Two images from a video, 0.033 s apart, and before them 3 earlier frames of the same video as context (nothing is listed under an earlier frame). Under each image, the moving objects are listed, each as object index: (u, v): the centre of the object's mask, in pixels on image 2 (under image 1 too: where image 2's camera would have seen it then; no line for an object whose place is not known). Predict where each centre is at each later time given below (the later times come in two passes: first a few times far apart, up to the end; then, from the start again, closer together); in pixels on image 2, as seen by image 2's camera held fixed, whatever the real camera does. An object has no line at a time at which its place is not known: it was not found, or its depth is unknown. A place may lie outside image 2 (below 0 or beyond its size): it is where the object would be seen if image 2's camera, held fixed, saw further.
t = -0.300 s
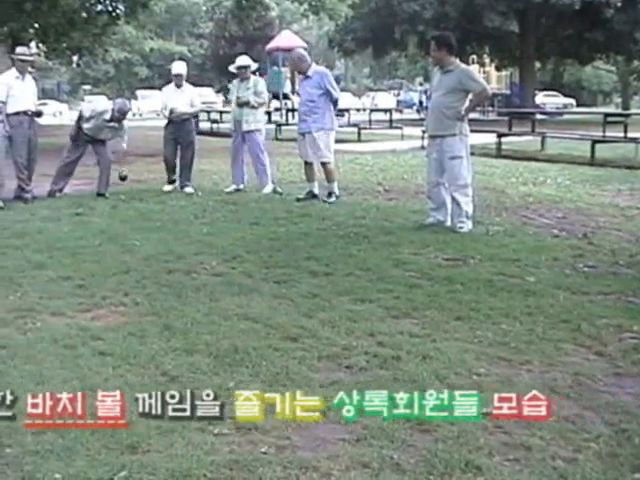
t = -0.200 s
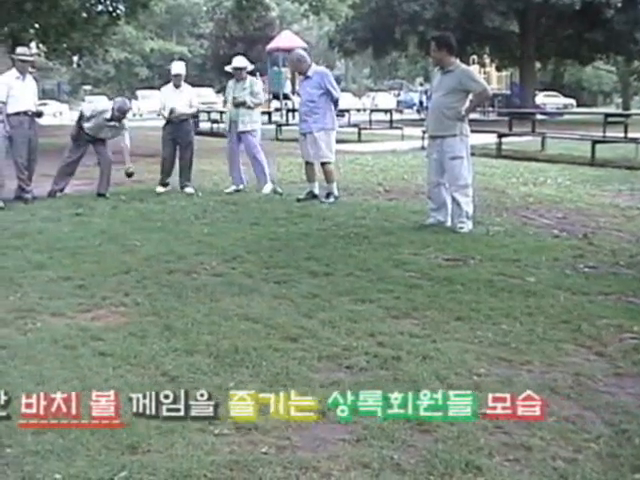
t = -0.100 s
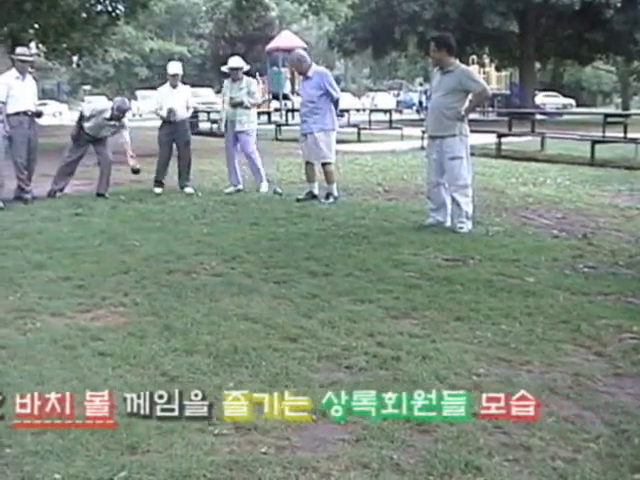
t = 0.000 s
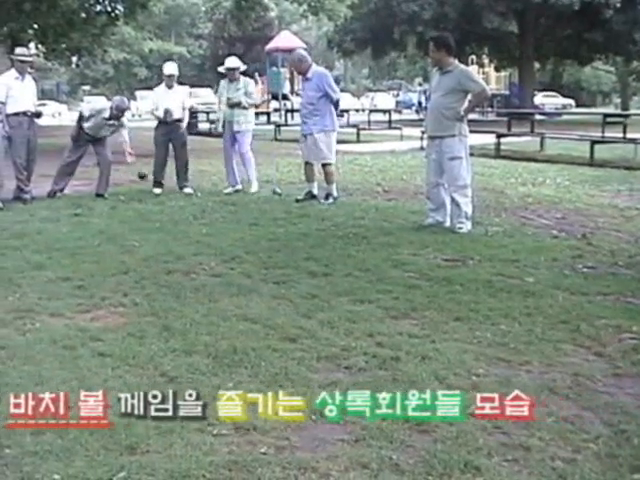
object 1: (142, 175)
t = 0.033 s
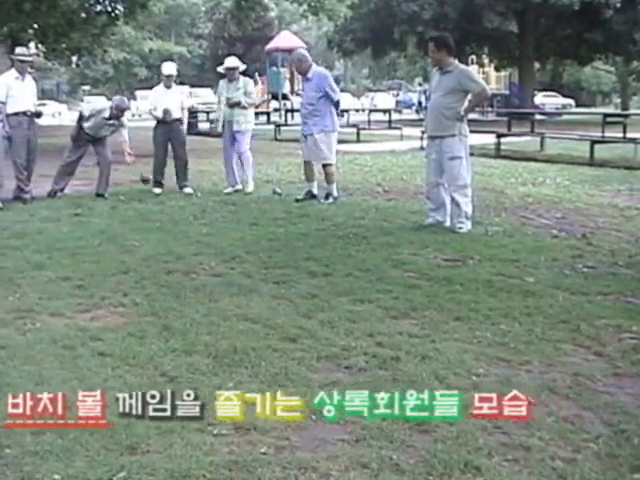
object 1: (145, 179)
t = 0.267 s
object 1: (164, 204)
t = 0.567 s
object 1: (188, 219)
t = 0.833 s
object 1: (218, 228)
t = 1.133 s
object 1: (256, 237)
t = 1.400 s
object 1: (292, 247)
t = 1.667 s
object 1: (328, 258)
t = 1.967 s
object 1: (370, 269)
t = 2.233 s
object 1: (399, 280)
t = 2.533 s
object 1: (430, 294)
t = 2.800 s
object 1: (454, 306)
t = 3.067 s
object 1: (475, 321)
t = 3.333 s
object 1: (493, 336)
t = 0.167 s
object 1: (157, 207)
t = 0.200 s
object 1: (160, 208)
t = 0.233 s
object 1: (163, 206)
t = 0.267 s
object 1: (164, 204)
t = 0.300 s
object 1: (167, 203)
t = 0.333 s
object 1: (169, 204)
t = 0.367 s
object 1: (171, 205)
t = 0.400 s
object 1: (173, 208)
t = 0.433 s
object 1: (176, 212)
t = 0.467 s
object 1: (179, 216)
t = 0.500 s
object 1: (182, 217)
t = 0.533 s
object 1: (185, 217)
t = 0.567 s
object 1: (188, 219)
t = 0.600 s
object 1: (191, 221)
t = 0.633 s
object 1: (195, 222)
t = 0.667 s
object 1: (199, 222)
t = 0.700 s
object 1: (203, 223)
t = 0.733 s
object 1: (206, 223)
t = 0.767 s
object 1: (210, 224)
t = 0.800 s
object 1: (214, 226)
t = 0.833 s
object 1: (218, 228)
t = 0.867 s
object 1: (222, 228)
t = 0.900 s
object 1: (226, 230)
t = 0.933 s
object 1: (230, 231)
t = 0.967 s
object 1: (235, 231)
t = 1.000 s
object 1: (239, 232)
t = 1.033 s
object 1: (244, 234)
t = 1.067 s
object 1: (248, 234)
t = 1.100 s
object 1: (252, 235)
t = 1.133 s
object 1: (256, 237)
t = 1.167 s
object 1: (261, 238)
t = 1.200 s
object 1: (265, 239)
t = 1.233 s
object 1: (270, 240)
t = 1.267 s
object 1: (274, 242)
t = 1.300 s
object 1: (278, 243)
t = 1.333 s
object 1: (283, 244)
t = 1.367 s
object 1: (288, 245)
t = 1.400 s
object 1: (292, 247)
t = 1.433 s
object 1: (297, 248)
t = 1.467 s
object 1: (301, 249)
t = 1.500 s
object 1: (305, 252)
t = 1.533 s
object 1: (310, 253)
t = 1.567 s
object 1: (314, 253)
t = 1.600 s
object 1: (319, 253)
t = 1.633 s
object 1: (324, 256)
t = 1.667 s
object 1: (328, 258)
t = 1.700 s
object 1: (332, 259)
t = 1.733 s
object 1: (337, 261)
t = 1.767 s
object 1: (342, 261)
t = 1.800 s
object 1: (346, 262)
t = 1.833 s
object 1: (351, 263)
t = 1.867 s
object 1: (356, 266)
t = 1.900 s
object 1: (361, 267)
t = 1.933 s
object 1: (365, 268)
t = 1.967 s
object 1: (370, 269)
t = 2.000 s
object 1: (373, 269)
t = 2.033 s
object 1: (377, 271)
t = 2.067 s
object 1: (381, 273)
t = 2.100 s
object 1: (385, 274)
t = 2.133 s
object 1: (388, 275)
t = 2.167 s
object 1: (392, 277)
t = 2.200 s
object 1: (396, 279)
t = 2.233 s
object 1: (399, 280)
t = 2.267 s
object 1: (402, 282)
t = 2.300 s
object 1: (406, 283)
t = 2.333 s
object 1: (409, 284)
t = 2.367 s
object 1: (413, 286)
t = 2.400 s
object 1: (416, 288)
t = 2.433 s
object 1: (419, 289)
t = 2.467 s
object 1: (423, 291)
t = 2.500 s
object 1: (427, 292)
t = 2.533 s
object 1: (430, 294)
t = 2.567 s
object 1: (433, 294)
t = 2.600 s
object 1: (436, 297)
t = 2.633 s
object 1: (440, 299)
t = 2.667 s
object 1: (443, 300)
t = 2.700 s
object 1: (446, 301)
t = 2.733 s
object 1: (449, 303)
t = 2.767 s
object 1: (451, 304)
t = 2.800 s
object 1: (454, 306)
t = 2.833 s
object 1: (457, 308)
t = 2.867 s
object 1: (460, 311)
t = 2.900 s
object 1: (463, 312)
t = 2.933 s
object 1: (465, 314)
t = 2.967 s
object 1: (468, 316)
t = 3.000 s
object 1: (470, 318)
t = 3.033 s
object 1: (473, 319)
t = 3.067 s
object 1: (475, 321)
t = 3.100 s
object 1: (478, 323)
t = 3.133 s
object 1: (480, 324)
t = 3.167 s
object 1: (482, 326)
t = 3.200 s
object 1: (484, 329)
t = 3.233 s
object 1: (487, 331)
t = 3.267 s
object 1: (489, 332)
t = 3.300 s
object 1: (491, 334)
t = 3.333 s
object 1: (493, 336)
